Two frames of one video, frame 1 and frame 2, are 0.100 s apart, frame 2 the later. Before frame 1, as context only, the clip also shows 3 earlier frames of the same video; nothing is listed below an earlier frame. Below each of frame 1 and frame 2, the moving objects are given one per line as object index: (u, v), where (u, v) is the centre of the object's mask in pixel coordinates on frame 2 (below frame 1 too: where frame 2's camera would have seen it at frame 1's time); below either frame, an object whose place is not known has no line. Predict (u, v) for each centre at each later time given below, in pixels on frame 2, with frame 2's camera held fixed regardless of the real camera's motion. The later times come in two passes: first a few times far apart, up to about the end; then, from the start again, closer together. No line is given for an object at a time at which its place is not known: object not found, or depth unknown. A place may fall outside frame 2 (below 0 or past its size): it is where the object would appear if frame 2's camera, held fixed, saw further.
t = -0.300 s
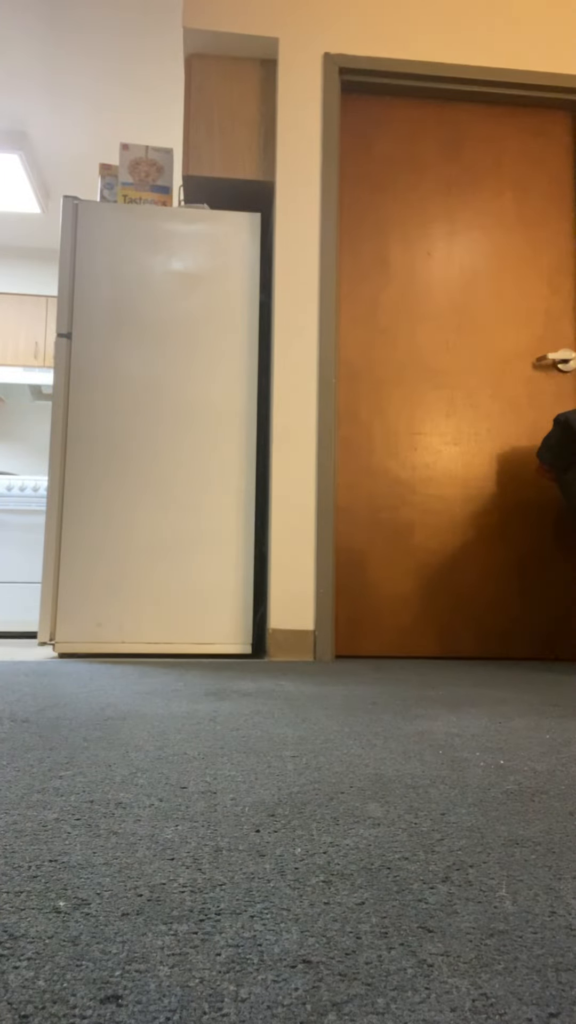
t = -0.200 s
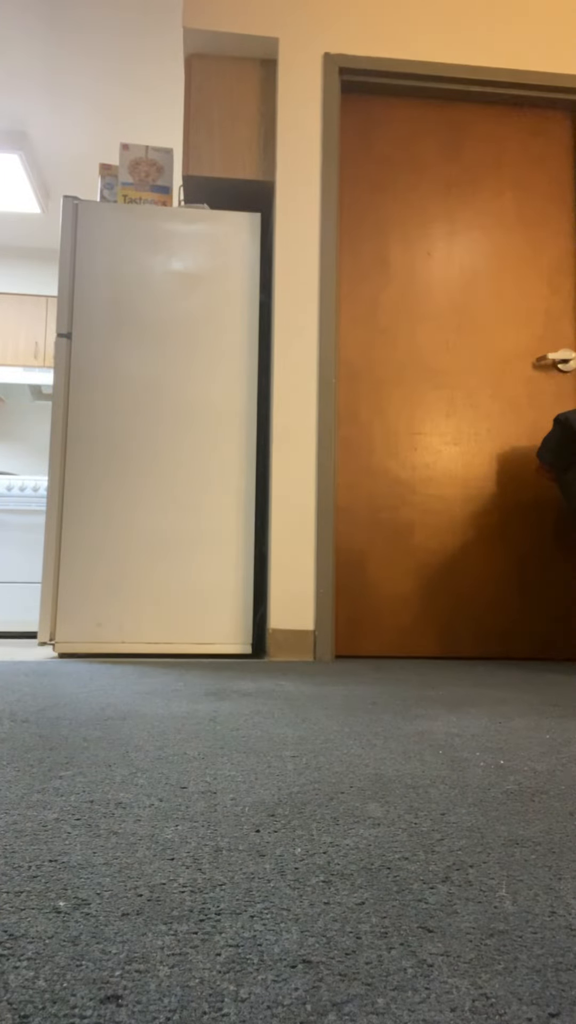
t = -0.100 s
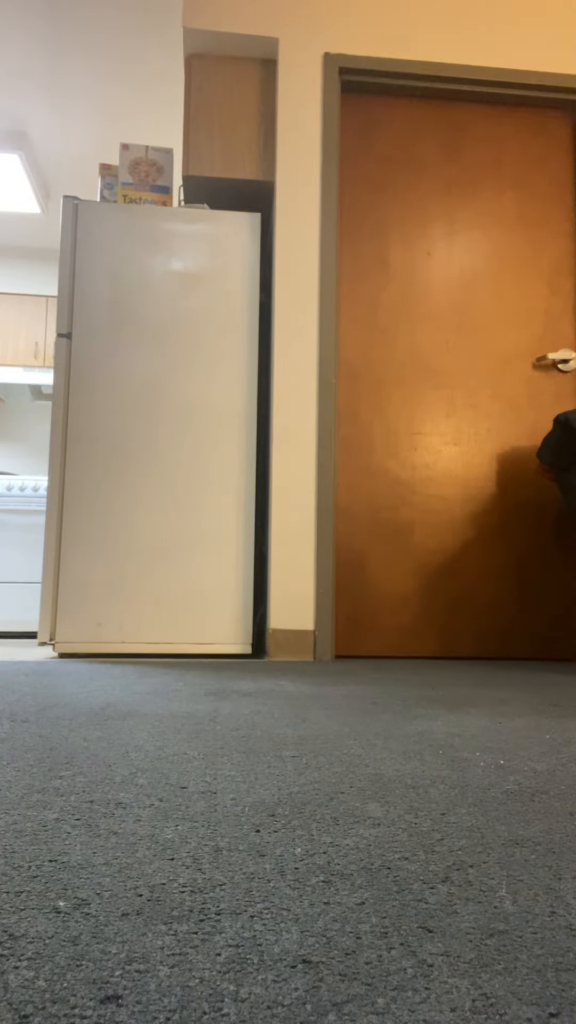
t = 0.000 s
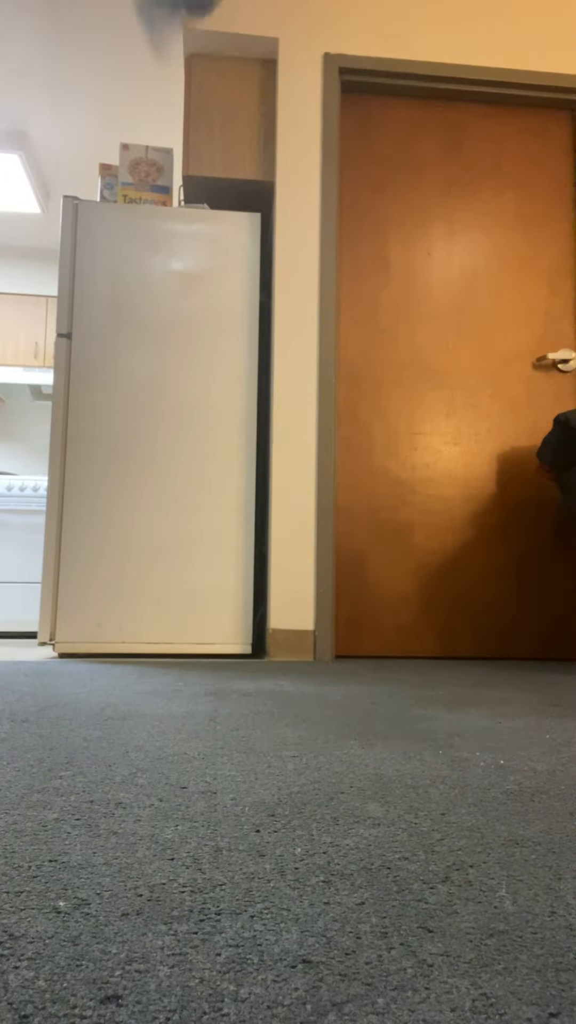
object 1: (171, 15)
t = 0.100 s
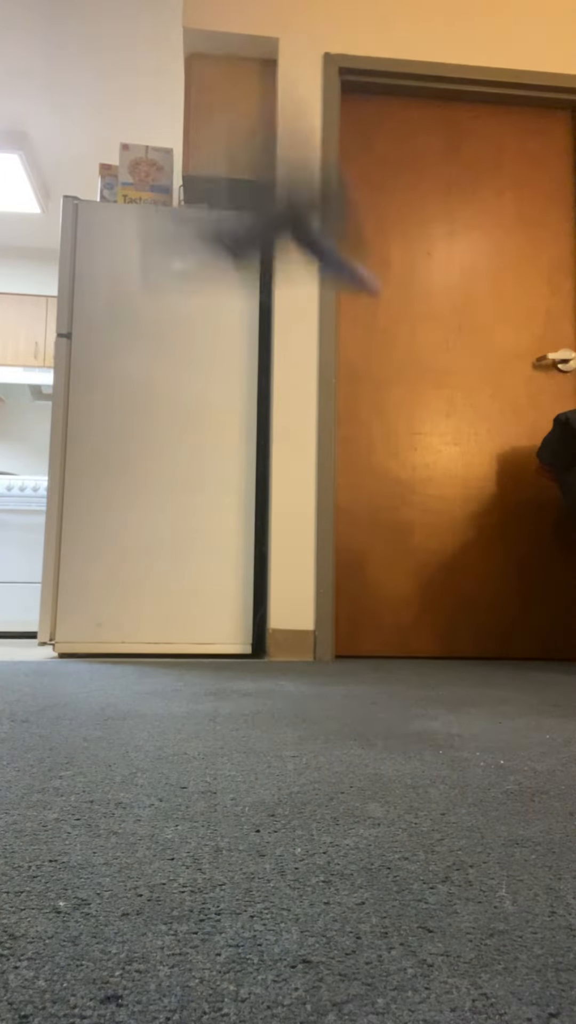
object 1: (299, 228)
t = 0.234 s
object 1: (389, 664)
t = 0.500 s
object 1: (336, 714)
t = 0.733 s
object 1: (303, 783)
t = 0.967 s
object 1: (303, 783)
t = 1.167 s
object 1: (304, 783)
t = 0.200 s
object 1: (360, 556)
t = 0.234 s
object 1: (389, 664)
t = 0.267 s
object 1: (401, 649)
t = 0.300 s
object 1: (399, 631)
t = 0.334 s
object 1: (374, 630)
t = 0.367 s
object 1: (368, 635)
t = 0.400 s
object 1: (356, 643)
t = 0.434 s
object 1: (334, 678)
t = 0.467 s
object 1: (339, 694)
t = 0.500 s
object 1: (336, 714)
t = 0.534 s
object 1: (326, 733)
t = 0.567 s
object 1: (321, 760)
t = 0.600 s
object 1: (298, 777)
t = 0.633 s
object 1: (296, 778)
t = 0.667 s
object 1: (301, 778)
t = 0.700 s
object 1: (303, 783)
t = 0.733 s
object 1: (303, 783)
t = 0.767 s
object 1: (302, 783)
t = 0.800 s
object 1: (305, 783)
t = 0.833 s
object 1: (302, 783)
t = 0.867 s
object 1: (304, 784)
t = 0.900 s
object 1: (303, 783)
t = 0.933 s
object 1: (305, 783)
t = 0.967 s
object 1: (303, 783)
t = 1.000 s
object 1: (305, 783)
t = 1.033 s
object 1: (304, 783)
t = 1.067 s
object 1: (304, 783)
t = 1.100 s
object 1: (304, 783)
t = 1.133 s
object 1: (305, 783)
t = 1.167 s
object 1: (304, 783)
